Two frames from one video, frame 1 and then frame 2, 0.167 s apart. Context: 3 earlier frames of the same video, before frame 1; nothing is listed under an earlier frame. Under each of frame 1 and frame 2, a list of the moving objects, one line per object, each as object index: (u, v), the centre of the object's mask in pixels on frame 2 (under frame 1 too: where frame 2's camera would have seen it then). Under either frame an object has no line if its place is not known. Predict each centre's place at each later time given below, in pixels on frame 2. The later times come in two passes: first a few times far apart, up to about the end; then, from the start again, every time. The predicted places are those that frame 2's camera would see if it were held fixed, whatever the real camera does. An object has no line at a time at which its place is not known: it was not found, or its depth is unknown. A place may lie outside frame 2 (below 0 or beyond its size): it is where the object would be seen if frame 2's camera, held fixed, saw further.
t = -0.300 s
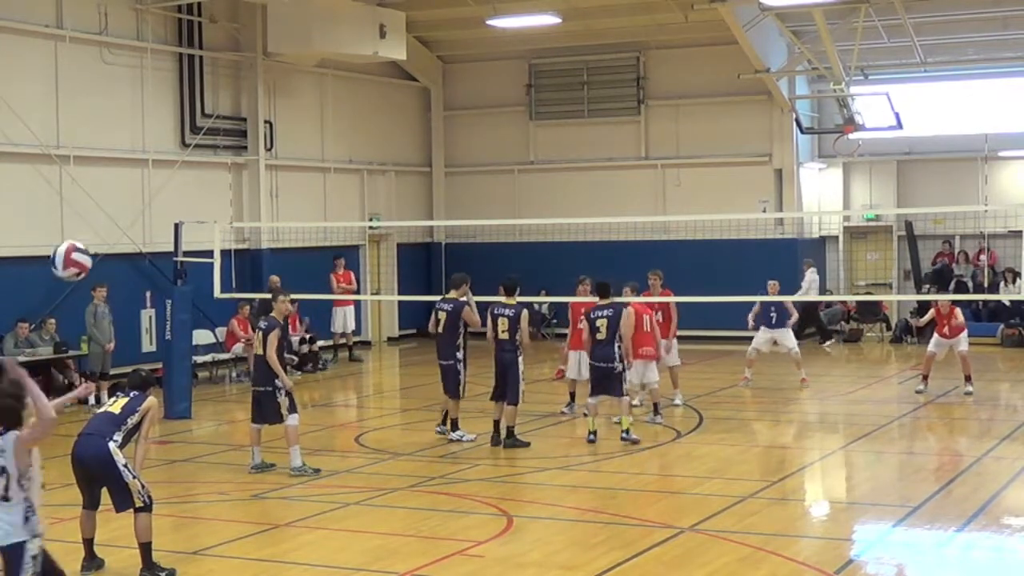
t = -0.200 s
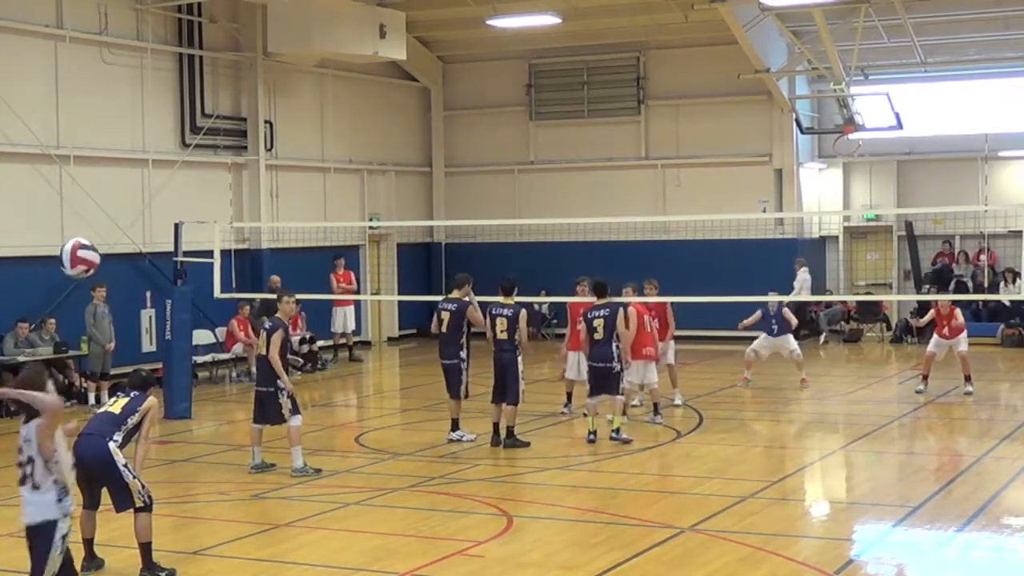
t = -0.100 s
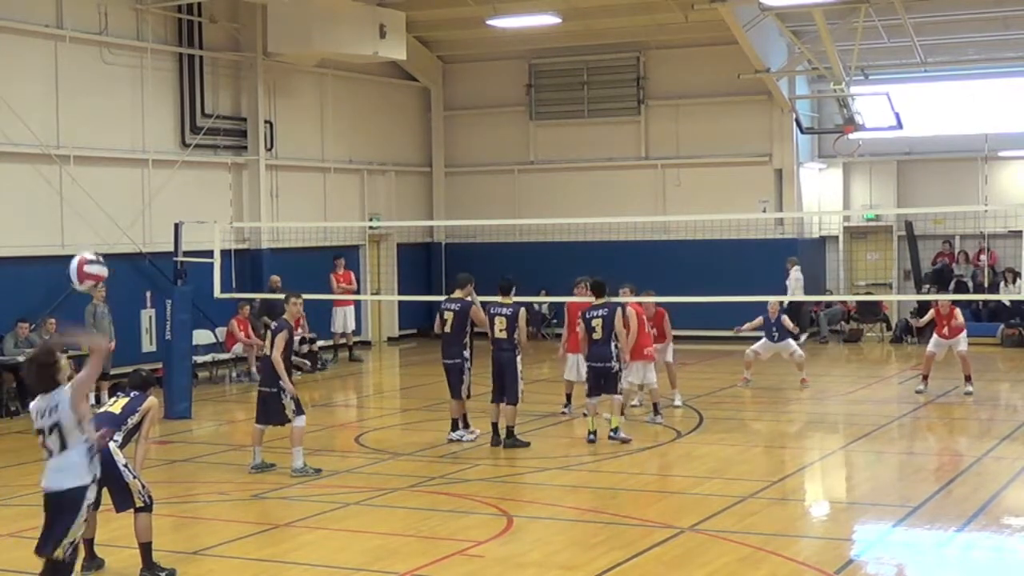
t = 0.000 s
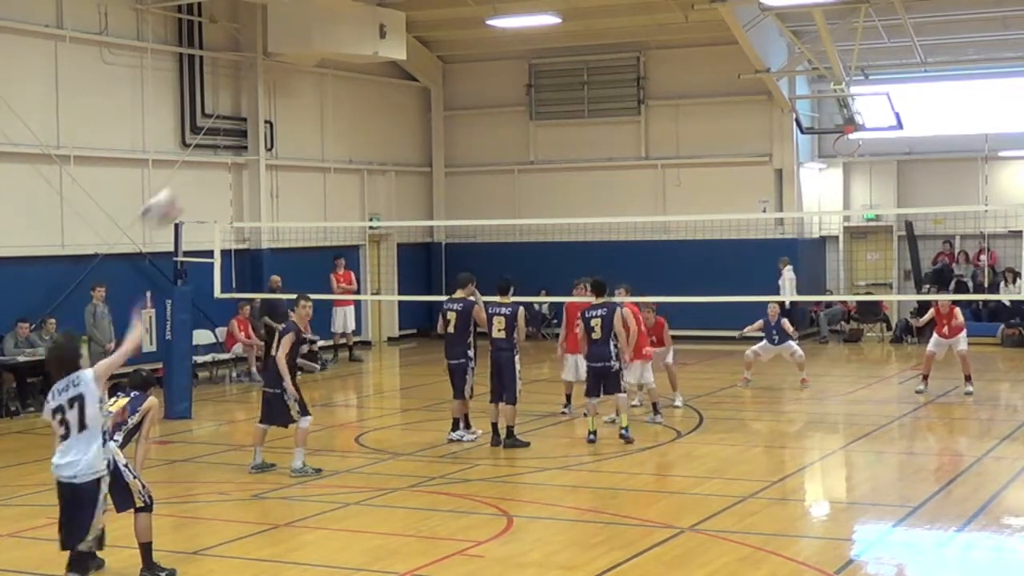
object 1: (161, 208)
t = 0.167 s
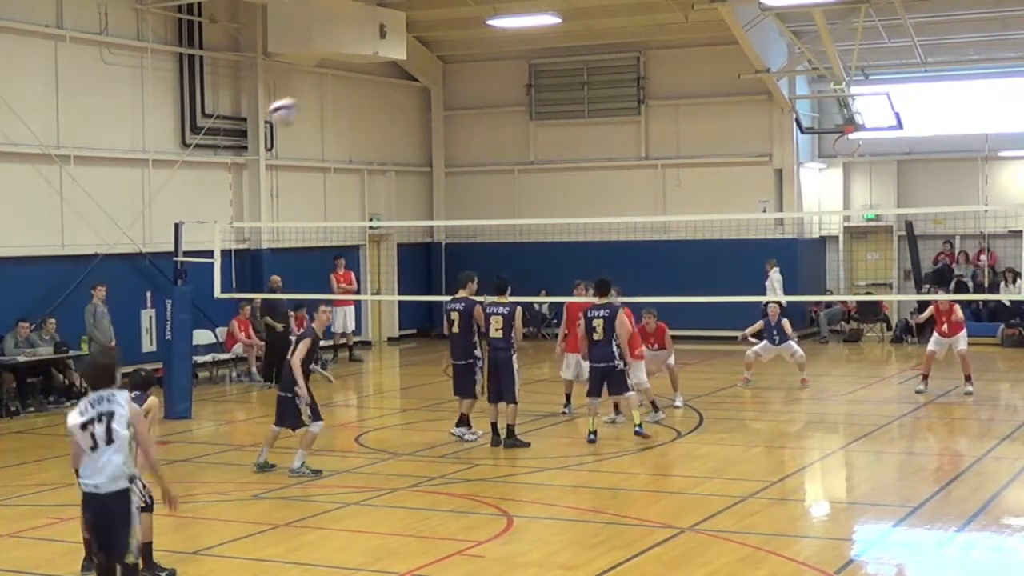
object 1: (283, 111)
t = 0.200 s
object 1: (302, 101)
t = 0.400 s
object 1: (395, 77)
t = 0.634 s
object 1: (460, 103)
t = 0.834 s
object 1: (506, 157)
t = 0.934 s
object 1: (524, 188)
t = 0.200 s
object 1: (302, 101)
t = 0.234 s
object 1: (319, 93)
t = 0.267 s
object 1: (337, 85)
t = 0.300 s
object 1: (353, 81)
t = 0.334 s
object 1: (368, 79)
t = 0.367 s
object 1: (382, 77)
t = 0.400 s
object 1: (395, 77)
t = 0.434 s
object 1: (406, 77)
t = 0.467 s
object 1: (417, 79)
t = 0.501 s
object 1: (425, 83)
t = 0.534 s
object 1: (435, 87)
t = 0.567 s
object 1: (444, 92)
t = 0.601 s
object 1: (453, 97)
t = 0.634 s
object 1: (460, 103)
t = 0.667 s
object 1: (469, 111)
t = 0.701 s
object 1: (478, 118)
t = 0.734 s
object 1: (485, 128)
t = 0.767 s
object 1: (493, 137)
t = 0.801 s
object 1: (499, 146)
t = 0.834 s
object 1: (506, 157)
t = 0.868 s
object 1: (511, 165)
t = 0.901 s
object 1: (518, 178)
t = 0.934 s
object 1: (524, 188)
